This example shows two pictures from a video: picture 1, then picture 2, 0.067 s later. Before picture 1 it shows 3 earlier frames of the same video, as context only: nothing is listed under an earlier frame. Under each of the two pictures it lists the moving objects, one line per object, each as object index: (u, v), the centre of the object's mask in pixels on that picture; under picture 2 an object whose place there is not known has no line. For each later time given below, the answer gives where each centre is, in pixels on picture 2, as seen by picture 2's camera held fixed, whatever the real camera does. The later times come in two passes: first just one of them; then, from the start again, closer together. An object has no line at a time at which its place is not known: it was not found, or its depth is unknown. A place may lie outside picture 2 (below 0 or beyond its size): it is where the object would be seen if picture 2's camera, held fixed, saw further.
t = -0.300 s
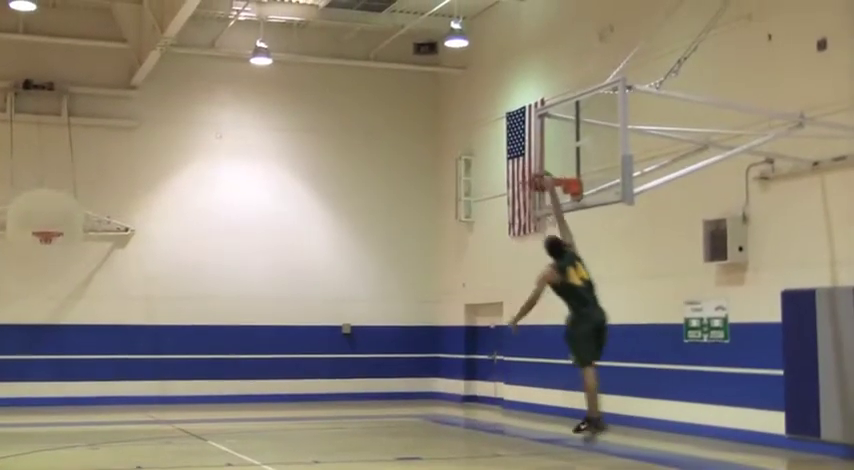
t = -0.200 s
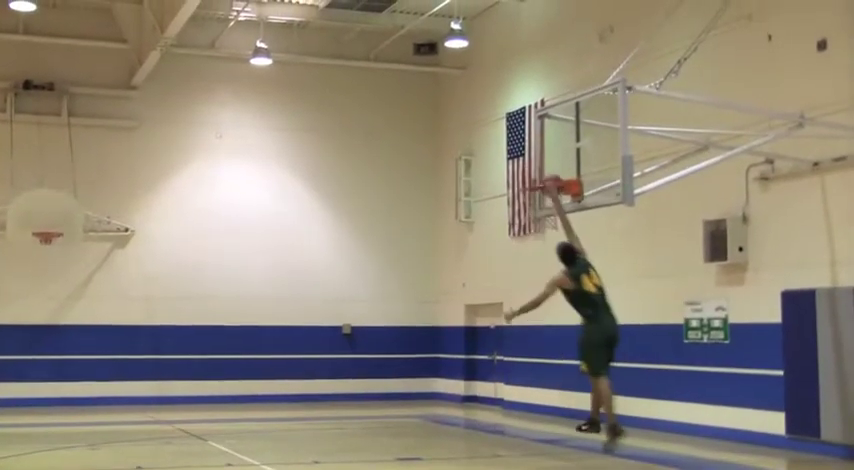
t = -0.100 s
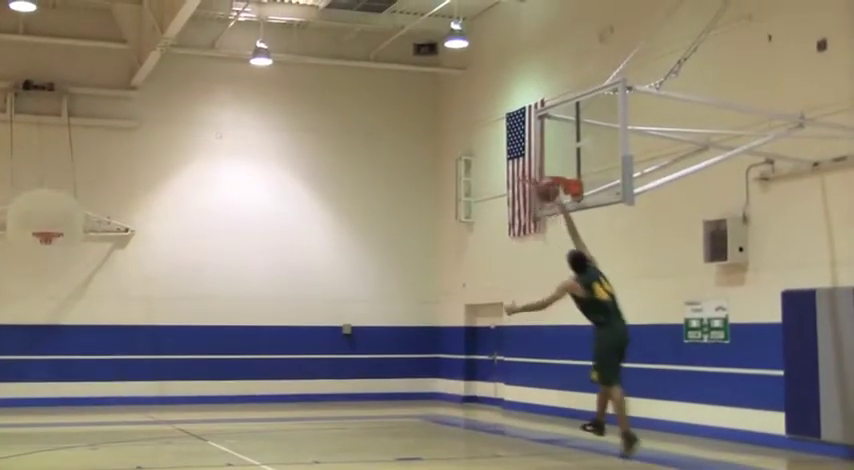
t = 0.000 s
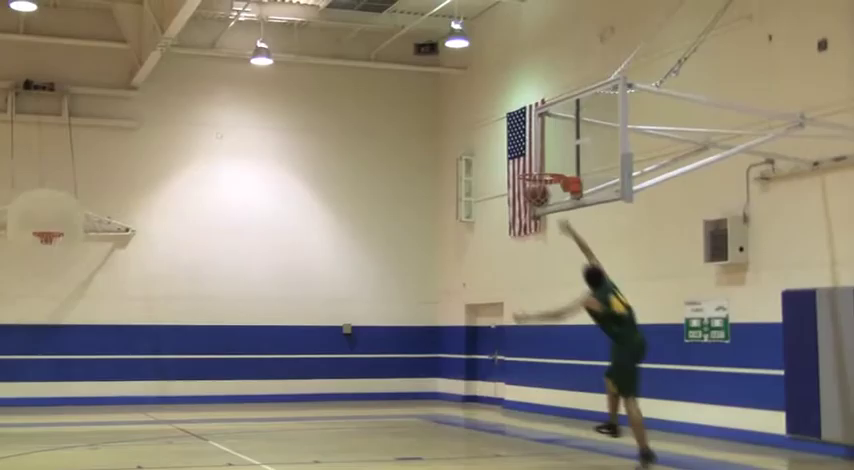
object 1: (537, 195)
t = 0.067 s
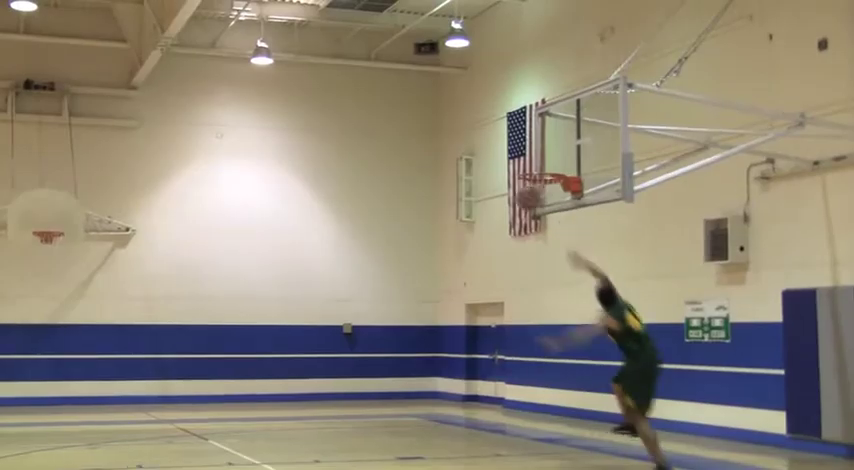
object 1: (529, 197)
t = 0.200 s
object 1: (516, 205)
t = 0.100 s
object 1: (523, 201)
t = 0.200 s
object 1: (516, 205)
